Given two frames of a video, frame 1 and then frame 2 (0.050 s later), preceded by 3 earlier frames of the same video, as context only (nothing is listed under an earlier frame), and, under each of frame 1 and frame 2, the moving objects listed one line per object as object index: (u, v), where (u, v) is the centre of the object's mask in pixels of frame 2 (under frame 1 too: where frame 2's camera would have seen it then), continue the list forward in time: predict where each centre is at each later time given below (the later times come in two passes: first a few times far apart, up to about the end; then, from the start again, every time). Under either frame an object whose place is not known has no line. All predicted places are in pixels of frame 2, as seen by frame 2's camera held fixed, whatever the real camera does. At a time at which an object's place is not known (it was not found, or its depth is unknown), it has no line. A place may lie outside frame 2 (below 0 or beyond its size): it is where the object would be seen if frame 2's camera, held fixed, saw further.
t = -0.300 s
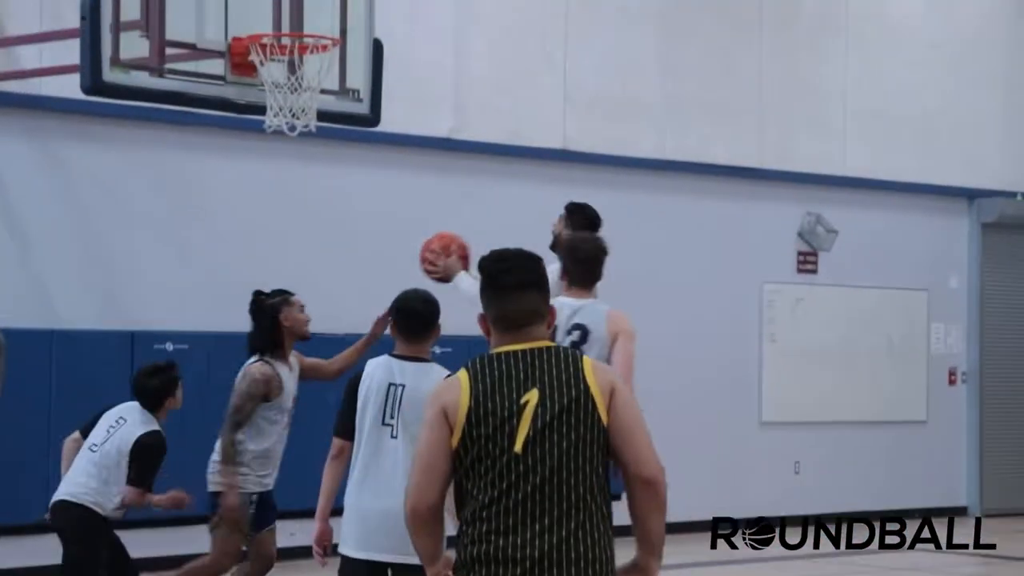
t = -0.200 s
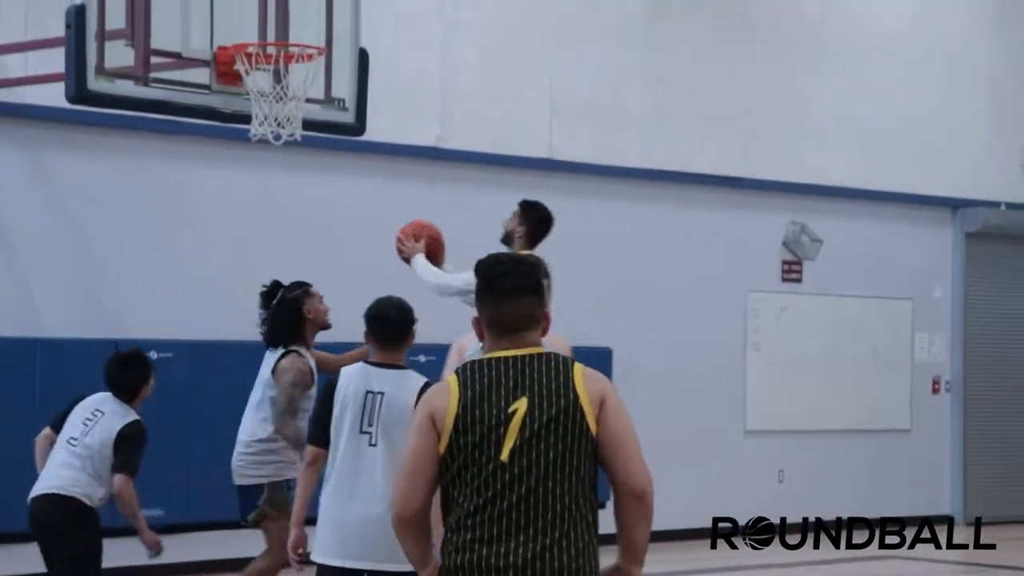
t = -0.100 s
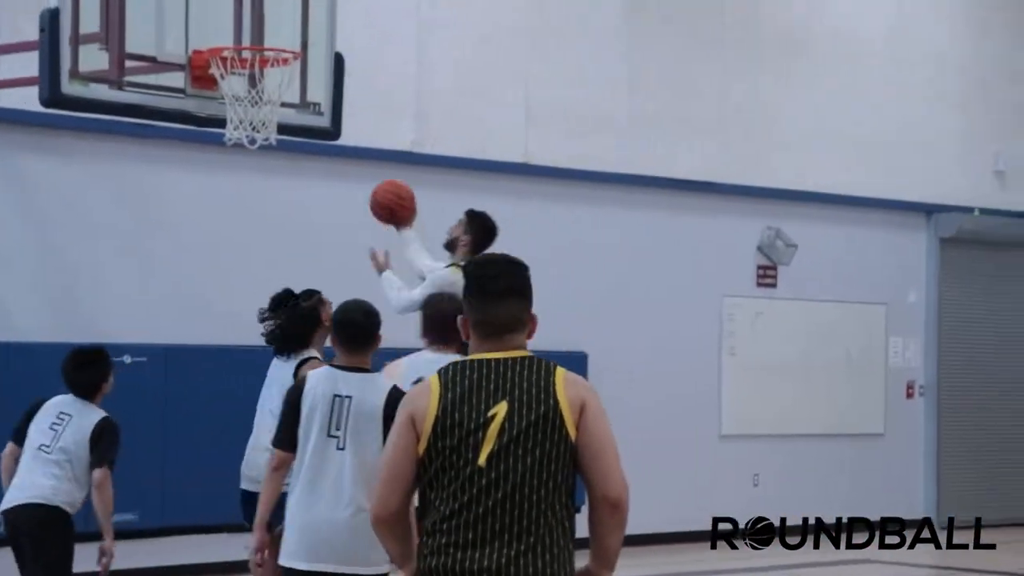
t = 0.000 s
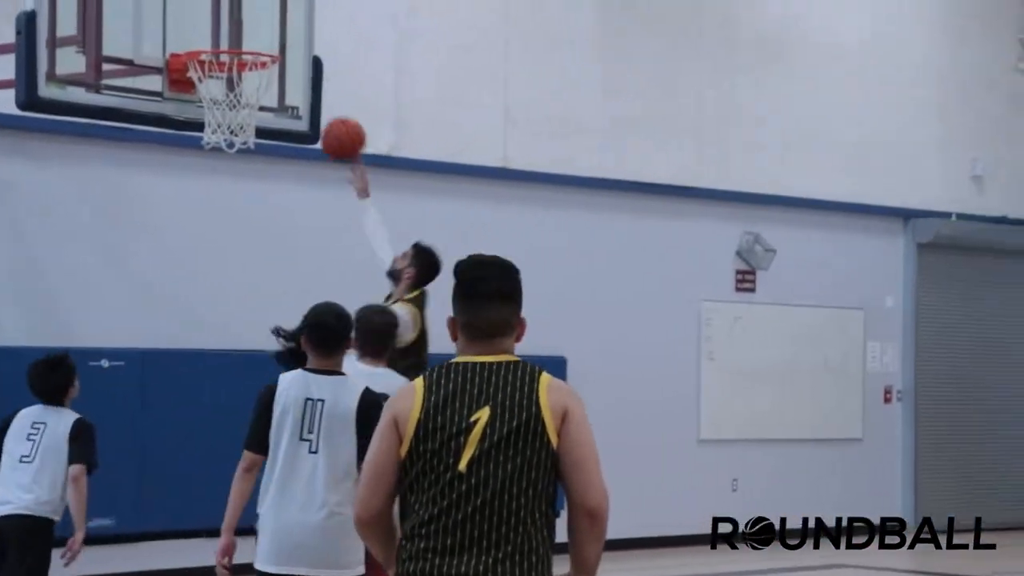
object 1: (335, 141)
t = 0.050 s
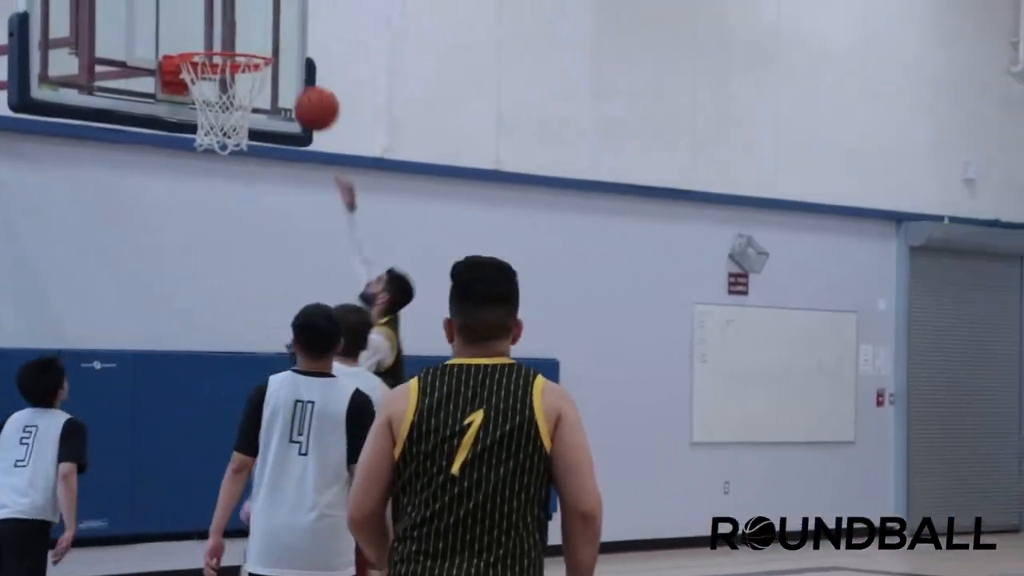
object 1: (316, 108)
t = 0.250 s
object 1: (246, 27)
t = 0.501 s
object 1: (264, 35)
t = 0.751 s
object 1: (256, 36)
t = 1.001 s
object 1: (231, 35)
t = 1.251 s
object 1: (208, 79)
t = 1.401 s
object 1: (204, 146)
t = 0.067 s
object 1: (310, 98)
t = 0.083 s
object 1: (303, 89)
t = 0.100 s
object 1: (297, 81)
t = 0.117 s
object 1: (291, 74)
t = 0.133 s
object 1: (286, 65)
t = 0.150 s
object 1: (280, 56)
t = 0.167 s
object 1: (273, 48)
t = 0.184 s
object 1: (265, 41)
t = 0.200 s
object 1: (258, 37)
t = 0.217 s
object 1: (251, 34)
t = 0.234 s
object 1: (246, 29)
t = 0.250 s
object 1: (246, 27)
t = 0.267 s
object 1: (248, 26)
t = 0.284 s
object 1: (250, 25)
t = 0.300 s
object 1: (250, 25)
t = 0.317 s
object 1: (251, 24)
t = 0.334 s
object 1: (252, 24)
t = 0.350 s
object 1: (254, 24)
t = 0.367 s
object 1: (255, 24)
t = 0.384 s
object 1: (255, 25)
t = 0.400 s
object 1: (256, 26)
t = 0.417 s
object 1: (257, 26)
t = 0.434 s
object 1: (259, 27)
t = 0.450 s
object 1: (261, 29)
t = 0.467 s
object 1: (262, 31)
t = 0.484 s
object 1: (263, 33)
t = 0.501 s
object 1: (264, 35)
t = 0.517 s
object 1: (265, 37)
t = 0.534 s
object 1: (264, 37)
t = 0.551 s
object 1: (264, 36)
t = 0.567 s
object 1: (263, 35)
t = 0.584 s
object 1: (263, 34)
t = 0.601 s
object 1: (262, 34)
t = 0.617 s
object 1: (262, 33)
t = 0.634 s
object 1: (261, 33)
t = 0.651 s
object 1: (260, 33)
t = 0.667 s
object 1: (259, 34)
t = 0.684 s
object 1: (259, 34)
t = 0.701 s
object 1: (258, 35)
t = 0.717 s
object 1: (258, 36)
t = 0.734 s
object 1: (257, 36)
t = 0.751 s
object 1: (256, 36)
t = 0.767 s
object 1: (255, 36)
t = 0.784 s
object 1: (253, 35)
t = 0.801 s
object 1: (251, 35)
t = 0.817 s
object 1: (250, 35)
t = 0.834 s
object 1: (248, 35)
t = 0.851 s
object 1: (246, 35)
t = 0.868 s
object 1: (245, 35)
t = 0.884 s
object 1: (244, 35)
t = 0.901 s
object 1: (242, 35)
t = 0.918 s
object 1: (241, 34)
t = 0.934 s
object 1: (238, 34)
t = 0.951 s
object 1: (237, 34)
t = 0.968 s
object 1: (234, 34)
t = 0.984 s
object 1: (232, 34)
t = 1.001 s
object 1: (231, 35)
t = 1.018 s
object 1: (230, 35)
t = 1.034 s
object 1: (228, 35)
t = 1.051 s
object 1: (226, 36)
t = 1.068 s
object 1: (224, 36)
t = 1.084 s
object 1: (223, 36)
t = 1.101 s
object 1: (221, 37)
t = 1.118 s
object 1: (219, 38)
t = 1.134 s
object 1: (218, 40)
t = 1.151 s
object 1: (217, 41)
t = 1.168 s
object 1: (215, 53)
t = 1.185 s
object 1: (212, 57)
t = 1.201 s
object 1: (211, 61)
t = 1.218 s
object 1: (210, 66)
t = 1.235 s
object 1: (209, 75)
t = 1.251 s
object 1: (208, 79)
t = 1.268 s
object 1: (208, 84)
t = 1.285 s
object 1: (208, 90)
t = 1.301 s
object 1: (206, 96)
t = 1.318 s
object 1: (205, 102)
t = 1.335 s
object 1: (205, 108)
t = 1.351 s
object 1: (203, 114)
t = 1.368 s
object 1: (202, 124)
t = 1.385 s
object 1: (202, 142)
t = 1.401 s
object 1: (204, 146)
